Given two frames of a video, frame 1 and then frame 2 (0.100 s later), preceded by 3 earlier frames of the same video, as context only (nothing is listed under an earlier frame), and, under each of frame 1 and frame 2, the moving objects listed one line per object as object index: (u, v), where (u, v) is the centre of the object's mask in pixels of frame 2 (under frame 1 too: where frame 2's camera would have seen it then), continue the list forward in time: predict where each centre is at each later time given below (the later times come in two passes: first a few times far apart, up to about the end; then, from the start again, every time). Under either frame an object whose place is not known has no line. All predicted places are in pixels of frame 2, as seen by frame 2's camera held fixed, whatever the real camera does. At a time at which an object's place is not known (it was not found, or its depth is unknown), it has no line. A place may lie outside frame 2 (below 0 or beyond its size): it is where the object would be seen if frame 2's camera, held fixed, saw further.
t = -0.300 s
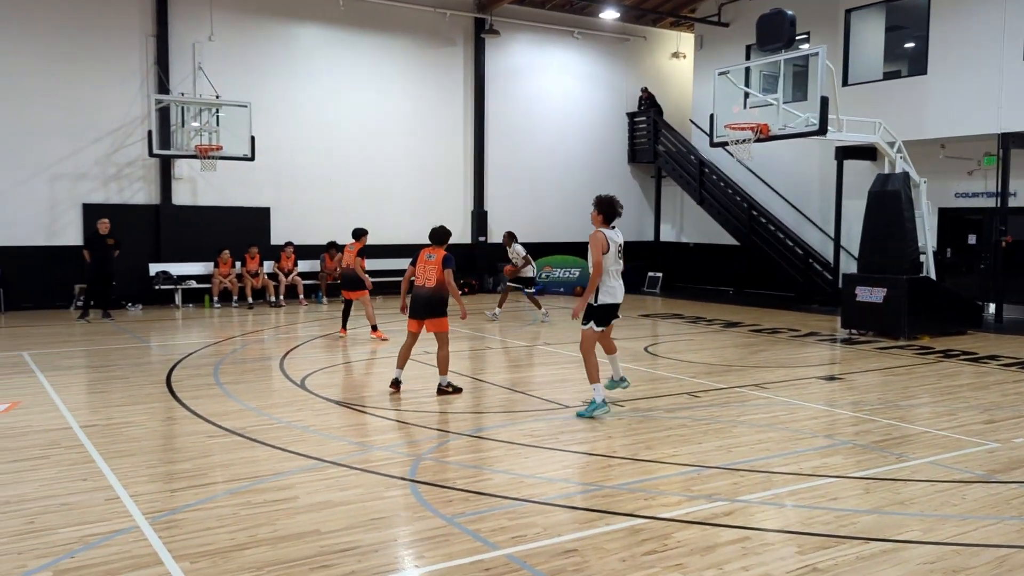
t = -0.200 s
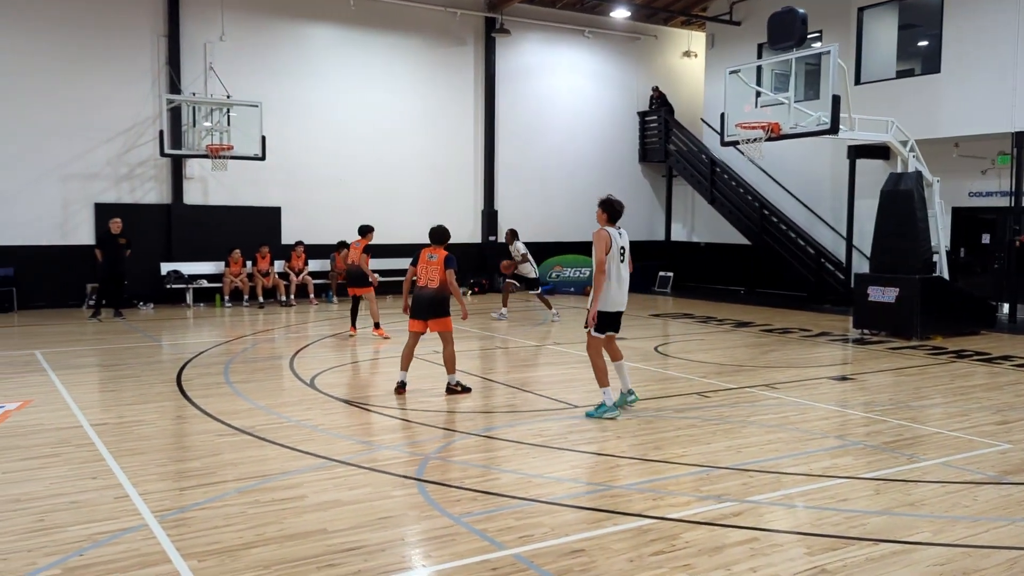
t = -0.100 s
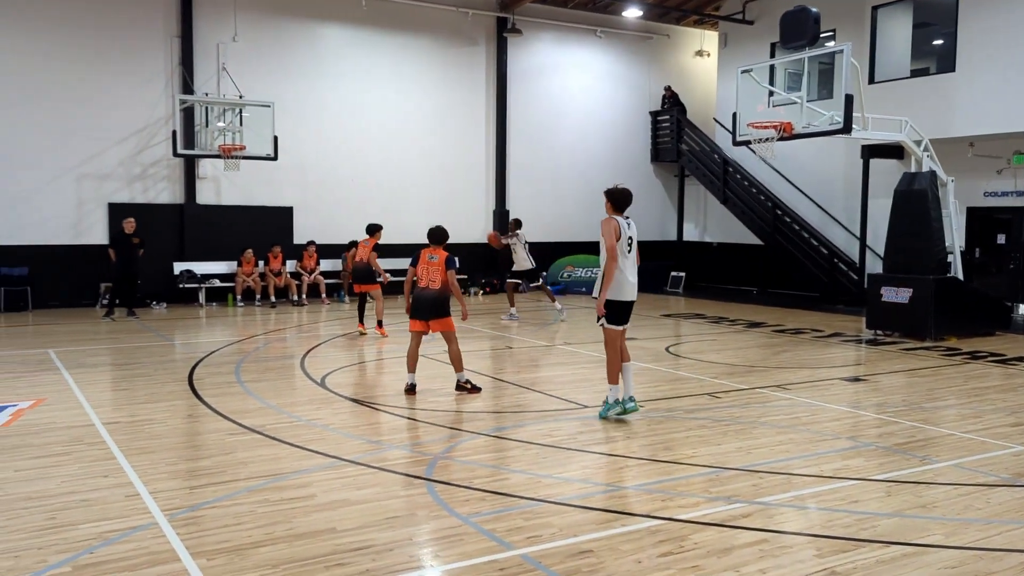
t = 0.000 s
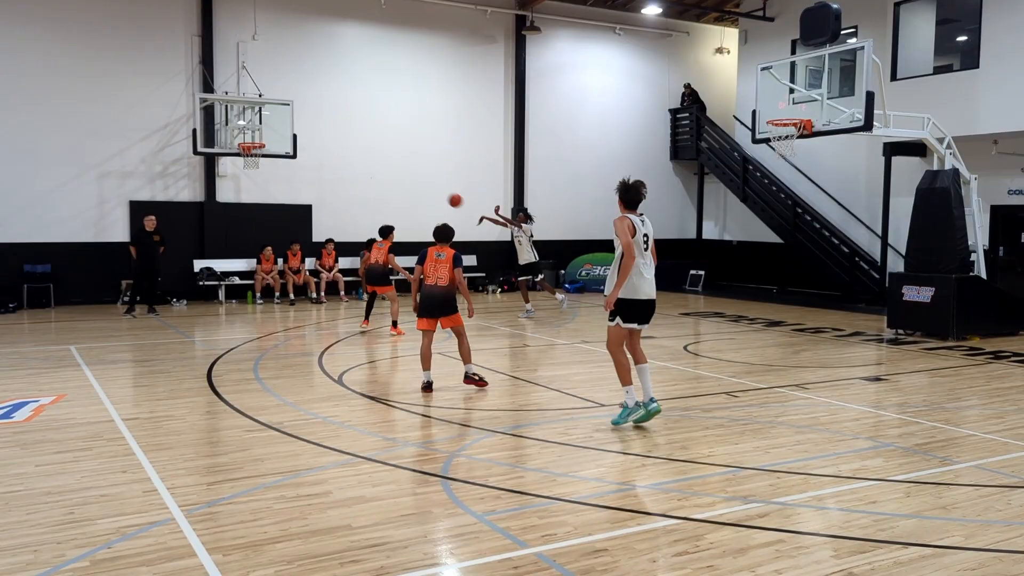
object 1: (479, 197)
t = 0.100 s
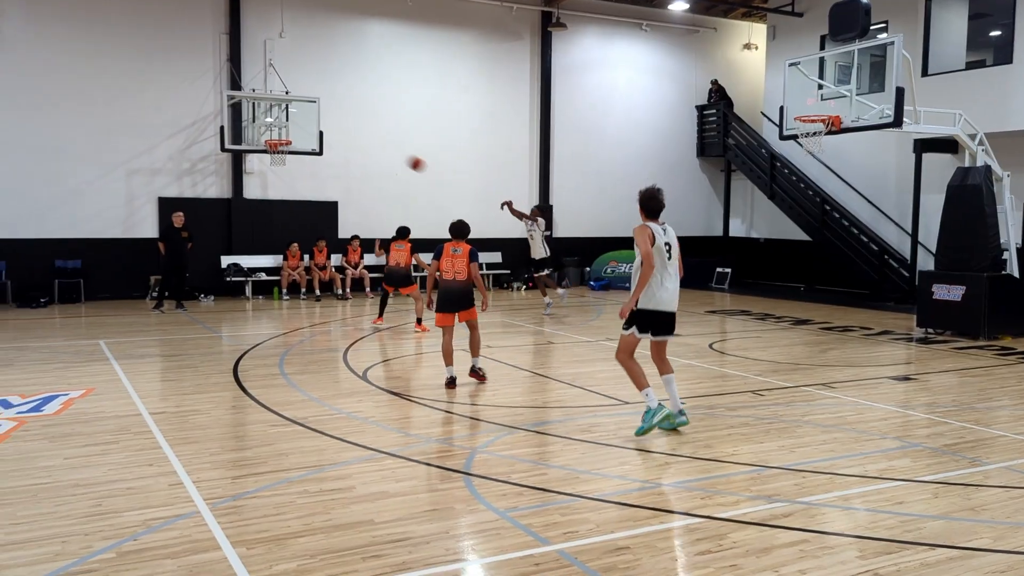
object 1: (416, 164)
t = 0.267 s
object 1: (298, 112)
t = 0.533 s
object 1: (85, 52)
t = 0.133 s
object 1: (393, 152)
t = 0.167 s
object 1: (370, 142)
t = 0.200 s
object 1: (346, 131)
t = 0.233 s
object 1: (322, 122)
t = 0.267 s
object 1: (298, 112)
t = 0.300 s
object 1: (273, 103)
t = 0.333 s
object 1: (248, 95)
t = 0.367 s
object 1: (219, 85)
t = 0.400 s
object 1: (193, 78)
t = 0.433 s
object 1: (166, 70)
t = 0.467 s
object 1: (140, 64)
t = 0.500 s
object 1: (113, 58)
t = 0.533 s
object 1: (85, 52)
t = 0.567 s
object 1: (58, 47)
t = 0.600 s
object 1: (30, 43)
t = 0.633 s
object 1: (2, 40)
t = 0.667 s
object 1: (-27, 37)
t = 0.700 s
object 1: (-56, 34)
